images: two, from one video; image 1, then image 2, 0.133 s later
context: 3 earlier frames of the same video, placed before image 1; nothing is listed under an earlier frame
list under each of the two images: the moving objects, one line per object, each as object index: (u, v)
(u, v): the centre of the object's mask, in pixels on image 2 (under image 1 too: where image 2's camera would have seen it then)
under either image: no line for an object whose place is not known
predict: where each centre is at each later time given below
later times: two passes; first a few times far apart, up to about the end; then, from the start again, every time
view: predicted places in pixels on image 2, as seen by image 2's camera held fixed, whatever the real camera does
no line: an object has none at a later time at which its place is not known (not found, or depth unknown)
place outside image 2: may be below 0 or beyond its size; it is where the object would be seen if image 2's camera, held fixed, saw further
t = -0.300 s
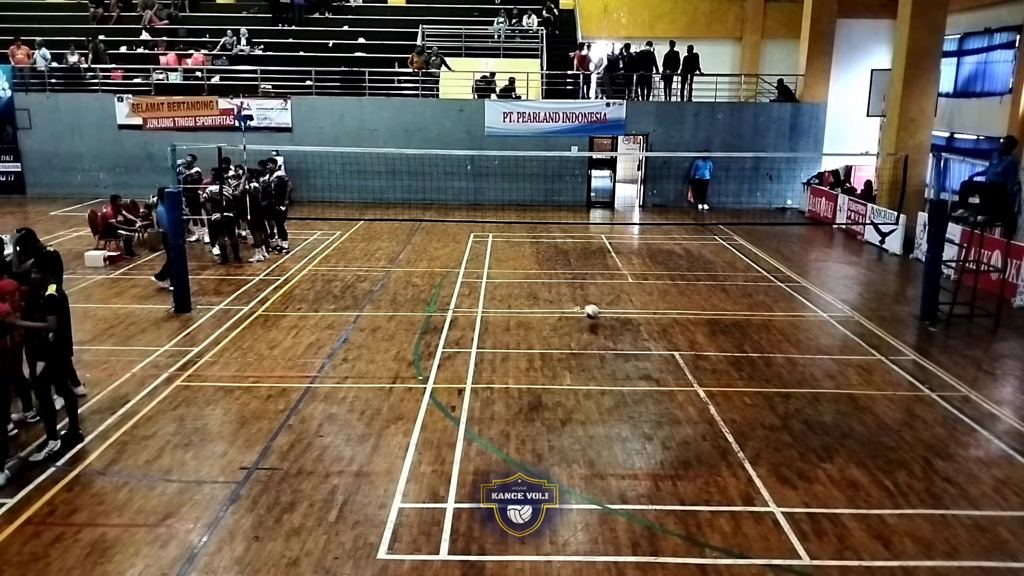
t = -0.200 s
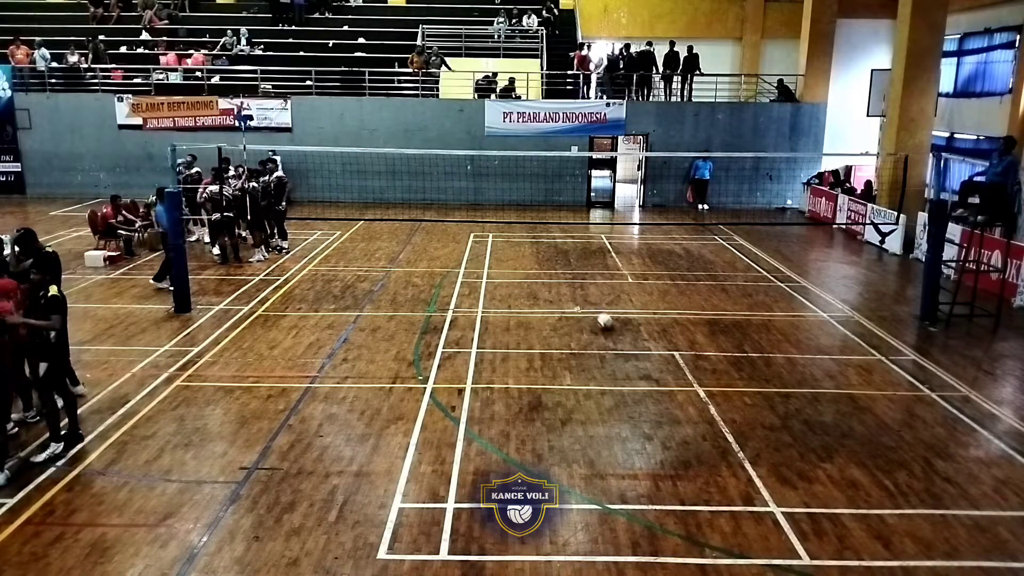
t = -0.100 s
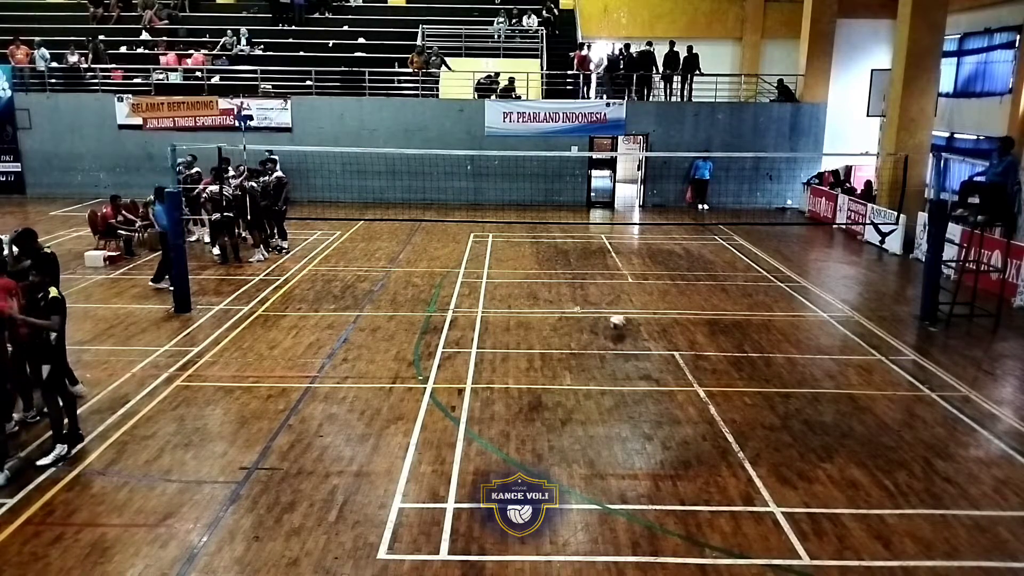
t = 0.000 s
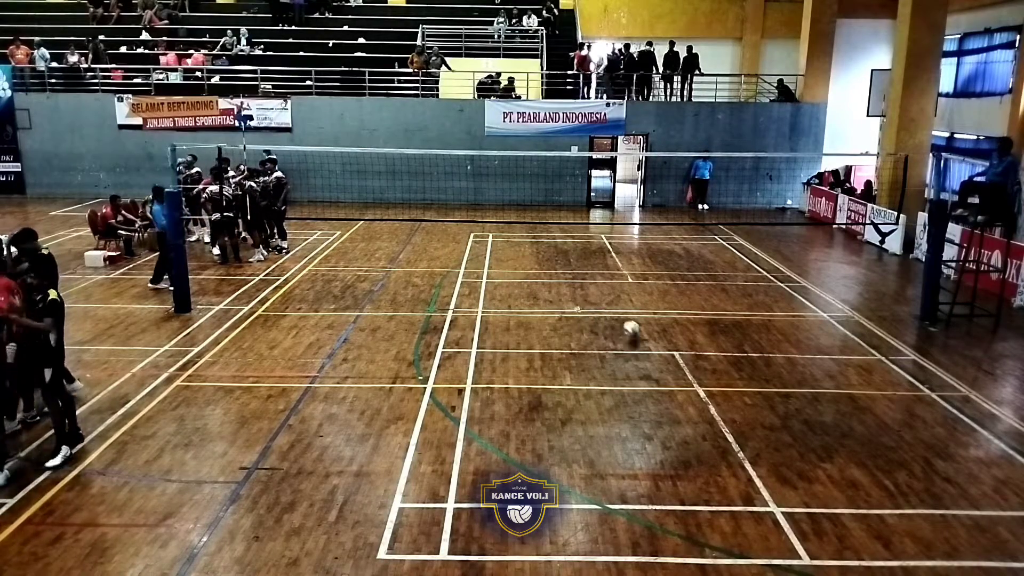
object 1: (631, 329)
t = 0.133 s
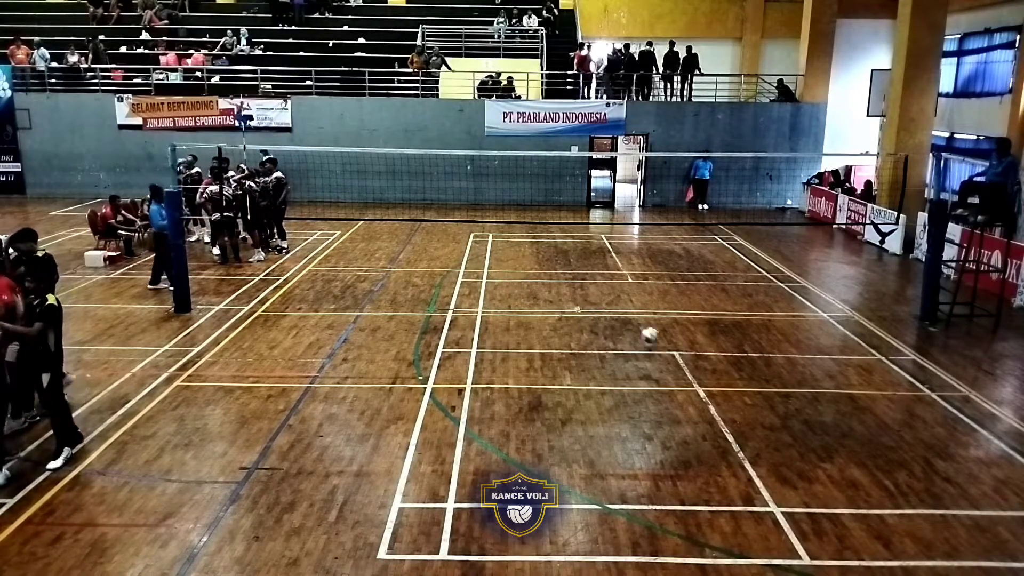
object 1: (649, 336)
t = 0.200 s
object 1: (660, 340)
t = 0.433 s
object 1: (696, 356)
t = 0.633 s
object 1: (730, 371)
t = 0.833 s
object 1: (766, 386)
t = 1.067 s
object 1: (812, 403)
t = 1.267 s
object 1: (855, 422)
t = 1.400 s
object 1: (887, 434)
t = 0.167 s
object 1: (655, 337)
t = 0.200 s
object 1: (660, 340)
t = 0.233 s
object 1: (666, 343)
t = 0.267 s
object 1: (670, 347)
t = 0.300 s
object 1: (674, 348)
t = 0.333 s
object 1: (680, 348)
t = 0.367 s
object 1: (685, 349)
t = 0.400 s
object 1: (691, 352)
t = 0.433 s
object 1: (696, 356)
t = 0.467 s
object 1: (702, 360)
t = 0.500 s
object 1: (706, 363)
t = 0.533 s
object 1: (711, 363)
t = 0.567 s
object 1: (717, 364)
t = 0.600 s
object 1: (724, 366)
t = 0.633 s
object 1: (730, 371)
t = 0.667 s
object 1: (736, 373)
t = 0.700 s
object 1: (742, 375)
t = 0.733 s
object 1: (748, 376)
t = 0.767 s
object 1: (754, 380)
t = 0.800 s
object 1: (760, 383)
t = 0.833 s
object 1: (766, 386)
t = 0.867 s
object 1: (773, 387)
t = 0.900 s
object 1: (780, 389)
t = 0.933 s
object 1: (786, 393)
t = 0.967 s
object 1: (792, 397)
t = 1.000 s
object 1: (798, 399)
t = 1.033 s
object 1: (805, 401)
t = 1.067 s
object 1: (812, 403)
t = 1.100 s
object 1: (820, 407)
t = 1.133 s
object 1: (826, 409)
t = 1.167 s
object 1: (834, 412)
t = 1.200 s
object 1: (840, 415)
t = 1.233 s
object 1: (848, 419)
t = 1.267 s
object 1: (855, 422)
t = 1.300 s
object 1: (863, 423)
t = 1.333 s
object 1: (871, 427)
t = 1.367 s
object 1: (879, 431)
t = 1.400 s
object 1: (887, 434)
